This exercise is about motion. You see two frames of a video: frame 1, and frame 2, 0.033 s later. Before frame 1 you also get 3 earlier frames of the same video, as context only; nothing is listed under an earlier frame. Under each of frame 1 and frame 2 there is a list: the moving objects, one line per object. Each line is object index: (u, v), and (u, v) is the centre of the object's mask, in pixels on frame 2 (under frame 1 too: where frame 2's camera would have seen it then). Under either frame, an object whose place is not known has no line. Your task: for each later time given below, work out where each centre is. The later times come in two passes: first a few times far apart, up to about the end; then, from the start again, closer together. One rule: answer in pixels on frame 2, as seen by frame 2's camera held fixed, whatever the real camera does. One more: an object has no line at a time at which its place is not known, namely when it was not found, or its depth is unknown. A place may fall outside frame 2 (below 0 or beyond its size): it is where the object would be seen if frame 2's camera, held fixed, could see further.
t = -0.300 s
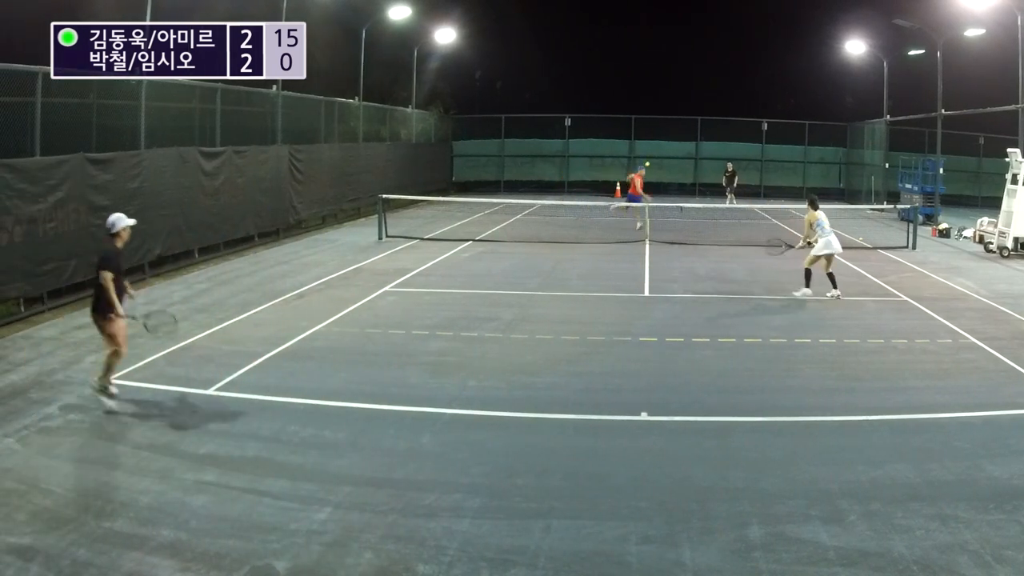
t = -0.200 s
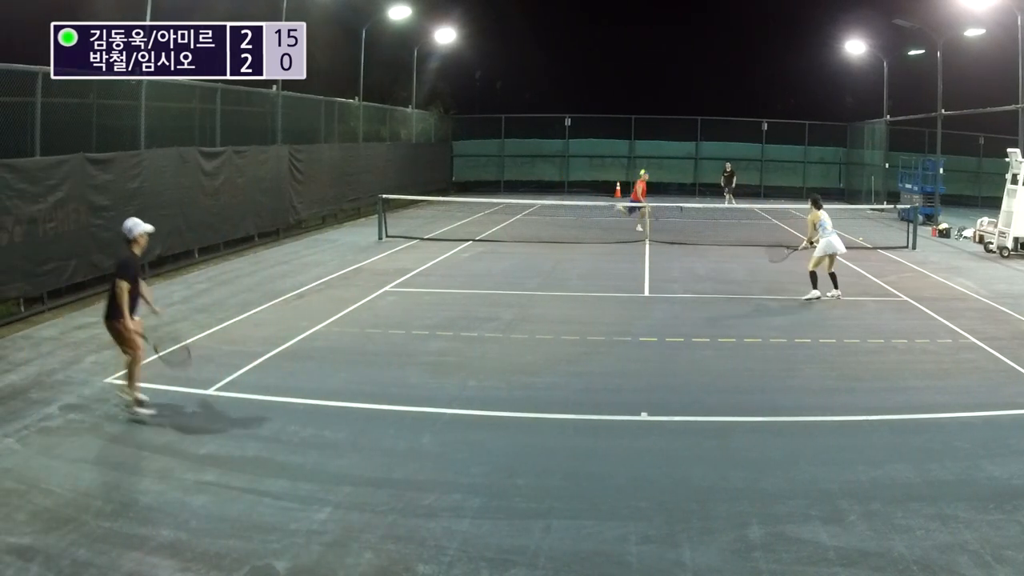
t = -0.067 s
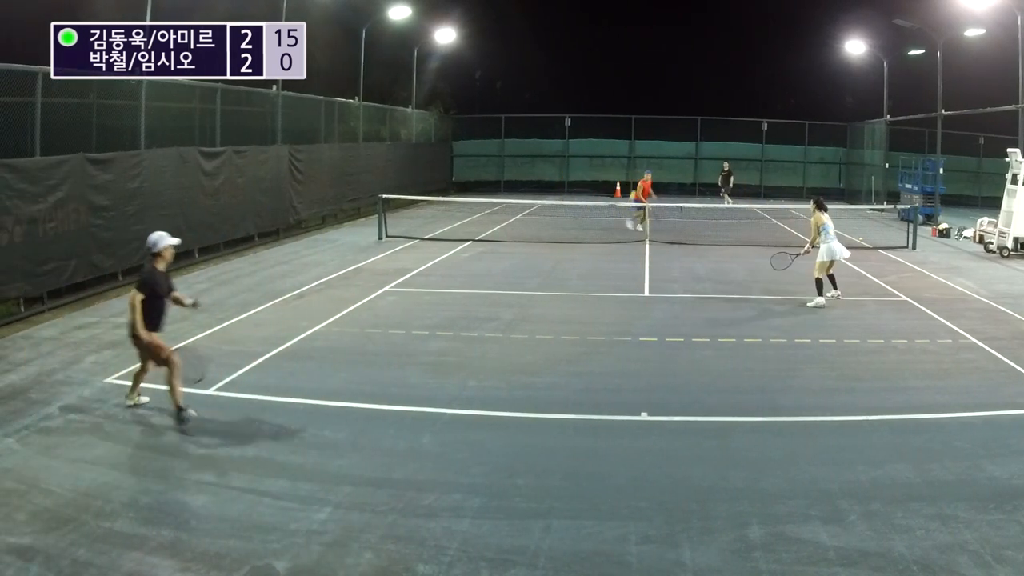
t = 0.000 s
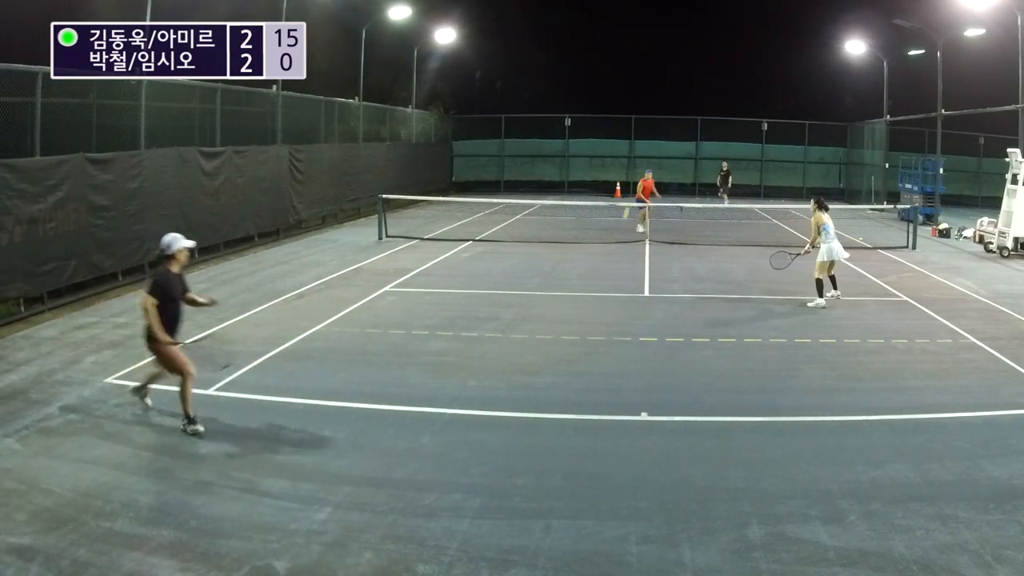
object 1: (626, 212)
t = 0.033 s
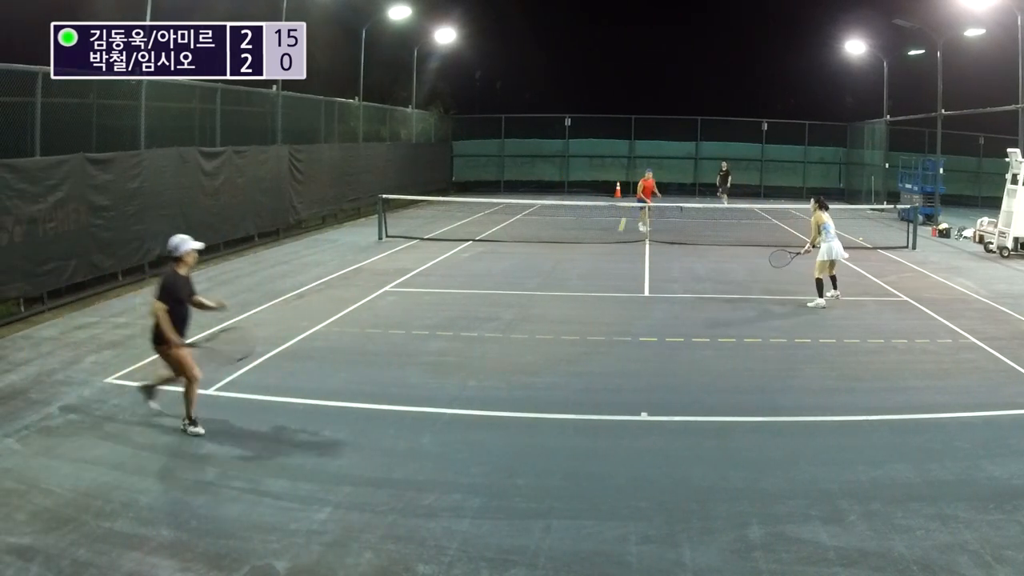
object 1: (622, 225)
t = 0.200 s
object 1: (596, 311)
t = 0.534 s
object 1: (557, 314)
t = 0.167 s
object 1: (603, 288)
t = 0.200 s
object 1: (596, 311)
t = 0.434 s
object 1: (570, 315)
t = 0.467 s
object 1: (566, 313)
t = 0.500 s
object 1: (562, 313)
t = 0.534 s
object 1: (557, 314)
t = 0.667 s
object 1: (532, 339)
